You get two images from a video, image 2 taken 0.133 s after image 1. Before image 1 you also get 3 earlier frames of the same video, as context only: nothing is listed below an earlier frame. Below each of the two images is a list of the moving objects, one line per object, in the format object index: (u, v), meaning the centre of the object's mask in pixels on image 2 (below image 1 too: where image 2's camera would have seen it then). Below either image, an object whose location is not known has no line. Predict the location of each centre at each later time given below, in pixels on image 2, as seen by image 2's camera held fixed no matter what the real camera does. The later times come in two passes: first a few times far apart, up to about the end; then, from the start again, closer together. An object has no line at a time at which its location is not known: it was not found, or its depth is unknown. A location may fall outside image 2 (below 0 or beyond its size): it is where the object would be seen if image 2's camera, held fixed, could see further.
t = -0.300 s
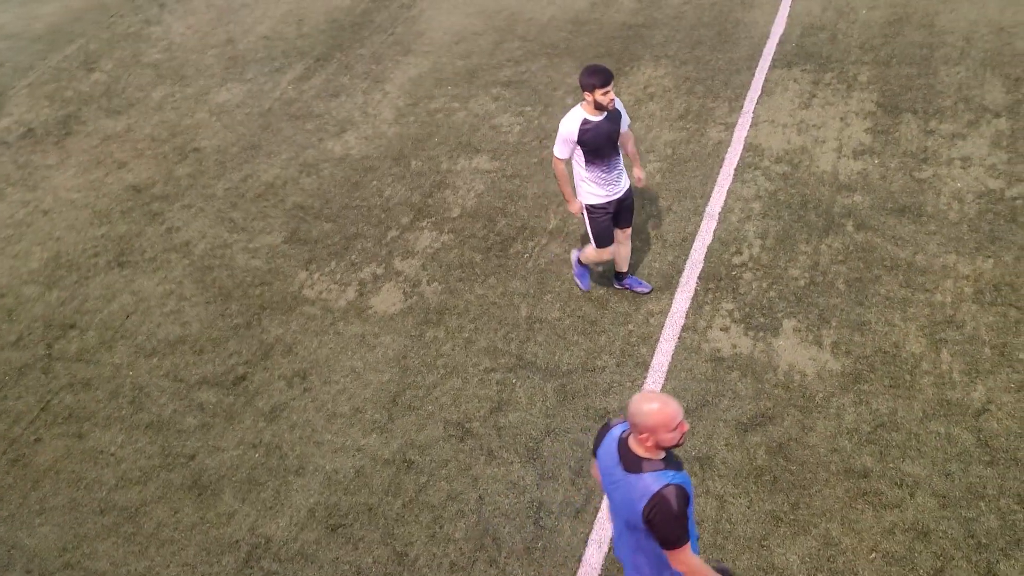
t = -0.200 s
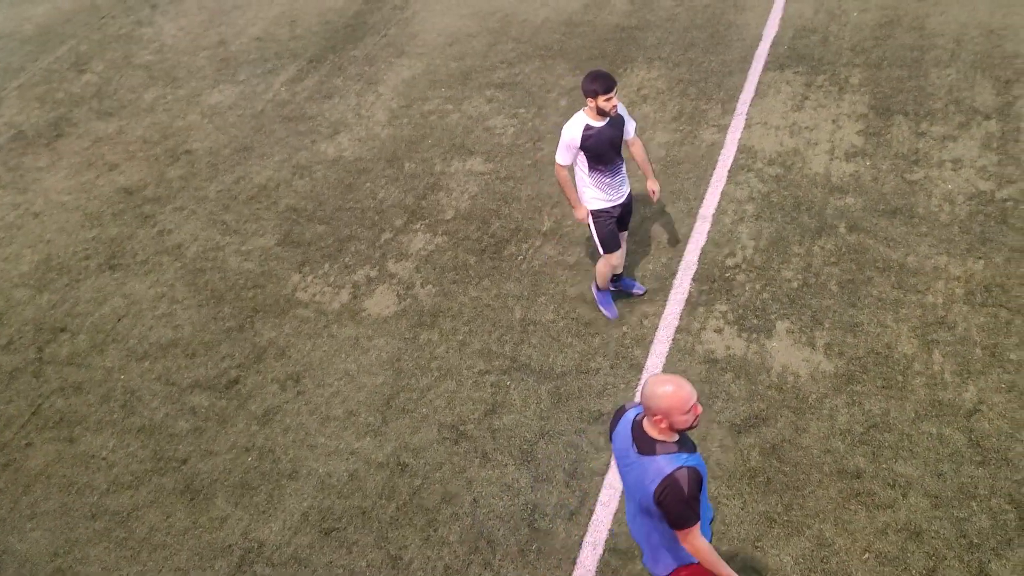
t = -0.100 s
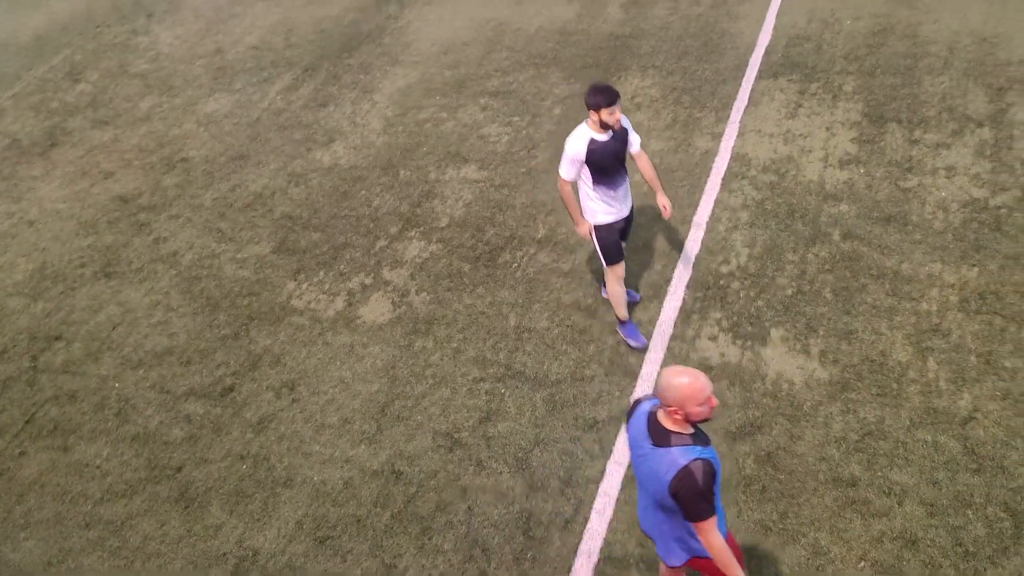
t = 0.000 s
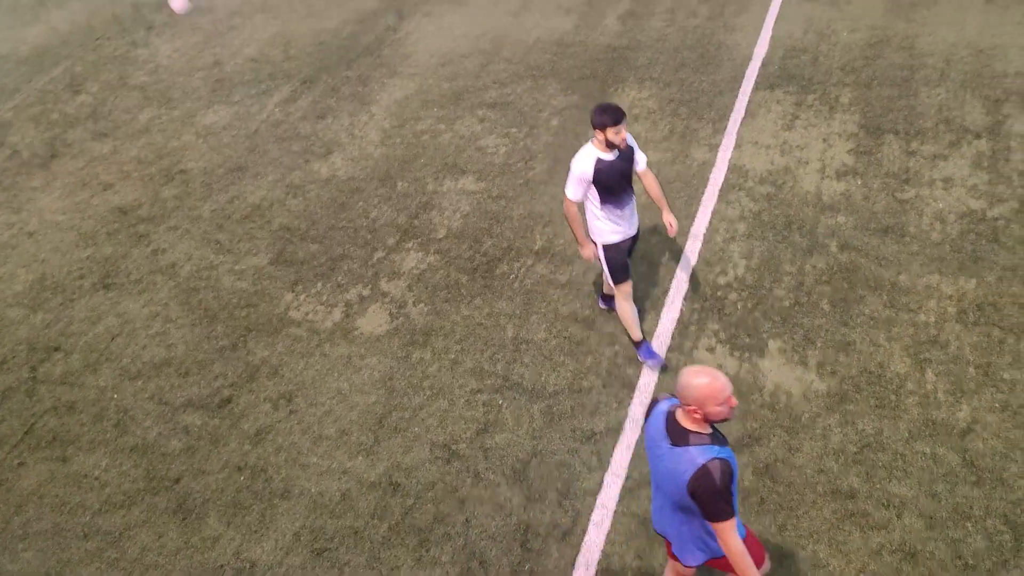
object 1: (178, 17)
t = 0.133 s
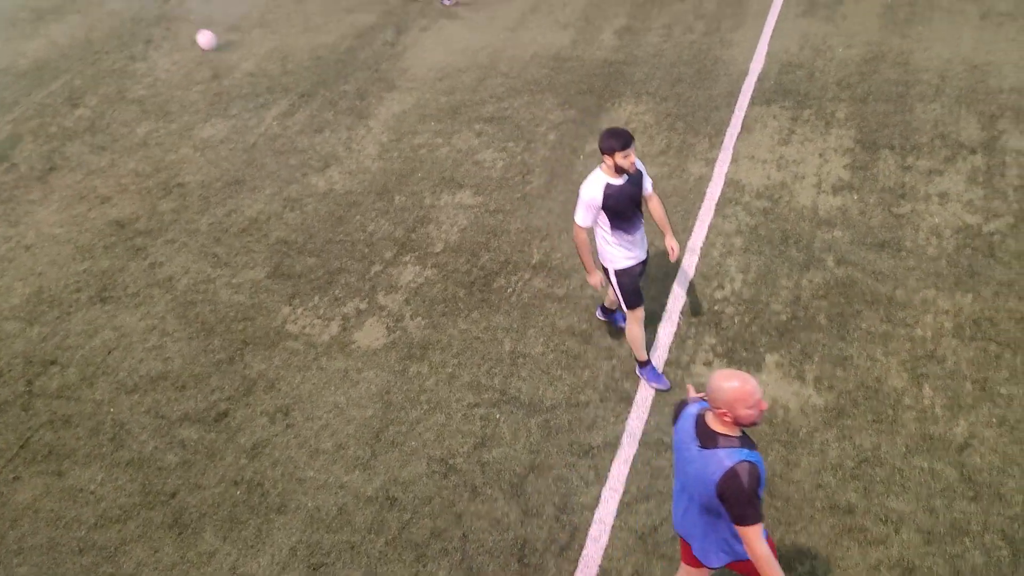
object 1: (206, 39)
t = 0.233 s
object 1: (227, 57)
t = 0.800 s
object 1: (365, 175)
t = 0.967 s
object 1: (412, 212)
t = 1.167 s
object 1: (478, 265)
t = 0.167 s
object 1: (213, 45)
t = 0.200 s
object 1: (220, 50)
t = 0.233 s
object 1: (227, 57)
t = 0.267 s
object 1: (235, 65)
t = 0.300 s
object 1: (244, 74)
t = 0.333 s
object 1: (253, 84)
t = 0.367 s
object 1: (262, 93)
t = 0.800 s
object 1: (365, 175)
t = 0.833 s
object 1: (374, 182)
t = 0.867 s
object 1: (383, 188)
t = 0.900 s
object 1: (392, 194)
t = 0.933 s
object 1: (401, 203)
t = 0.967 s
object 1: (412, 212)
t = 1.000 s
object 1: (422, 220)
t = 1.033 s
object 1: (432, 227)
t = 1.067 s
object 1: (443, 236)
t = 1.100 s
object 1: (455, 247)
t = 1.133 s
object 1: (466, 256)
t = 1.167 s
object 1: (478, 265)
